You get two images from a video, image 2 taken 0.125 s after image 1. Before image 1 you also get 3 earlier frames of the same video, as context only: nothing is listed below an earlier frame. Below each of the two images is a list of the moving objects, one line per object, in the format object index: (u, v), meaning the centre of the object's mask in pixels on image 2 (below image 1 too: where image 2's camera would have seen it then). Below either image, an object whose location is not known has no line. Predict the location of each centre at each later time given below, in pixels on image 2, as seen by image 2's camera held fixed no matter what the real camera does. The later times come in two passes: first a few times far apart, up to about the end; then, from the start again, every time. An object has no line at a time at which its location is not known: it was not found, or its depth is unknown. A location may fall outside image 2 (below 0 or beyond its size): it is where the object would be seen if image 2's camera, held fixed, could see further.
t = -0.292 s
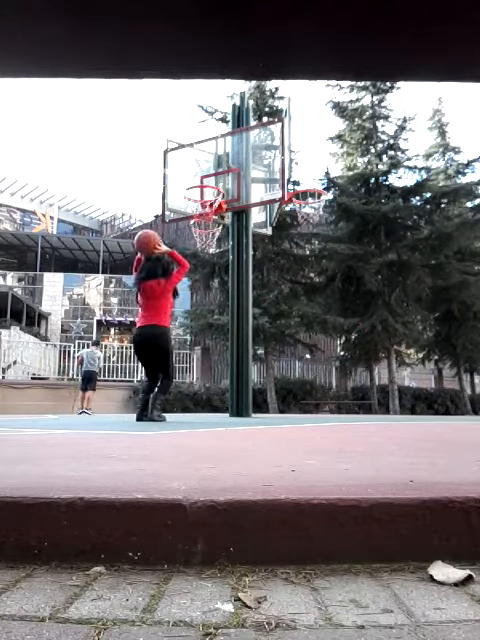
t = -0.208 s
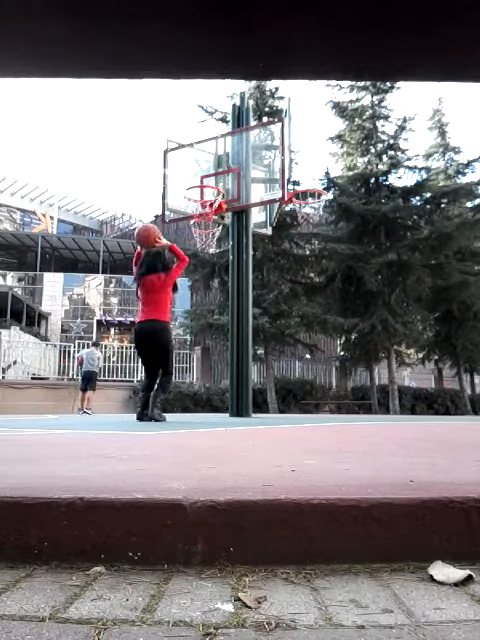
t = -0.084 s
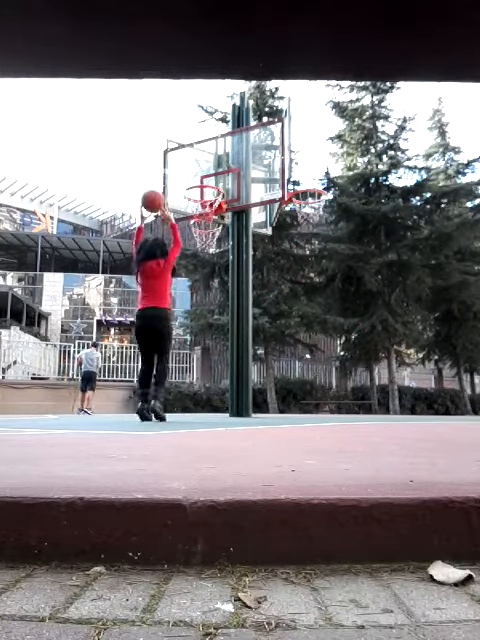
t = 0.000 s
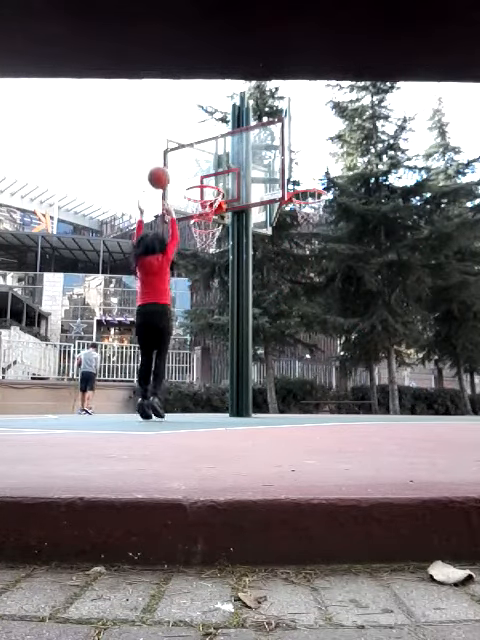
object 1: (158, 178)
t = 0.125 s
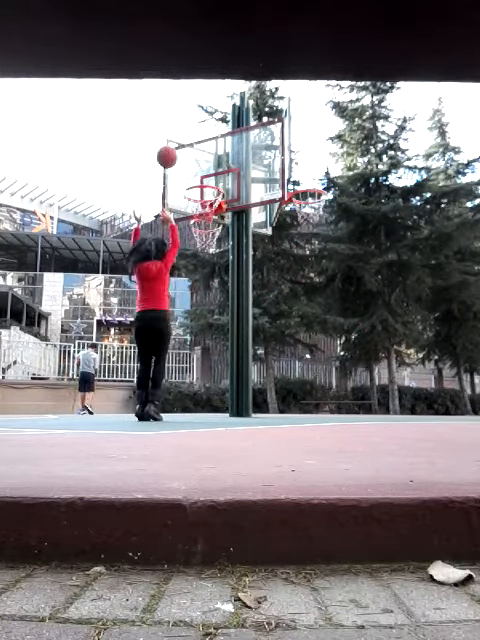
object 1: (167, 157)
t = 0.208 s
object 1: (171, 151)
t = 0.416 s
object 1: (182, 162)
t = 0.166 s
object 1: (169, 153)
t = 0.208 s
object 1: (171, 151)
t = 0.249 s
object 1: (173, 151)
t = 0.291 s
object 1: (176, 152)
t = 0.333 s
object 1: (178, 153)
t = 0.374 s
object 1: (180, 157)
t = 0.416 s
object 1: (182, 162)
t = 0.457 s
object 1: (184, 169)
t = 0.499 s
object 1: (186, 176)
